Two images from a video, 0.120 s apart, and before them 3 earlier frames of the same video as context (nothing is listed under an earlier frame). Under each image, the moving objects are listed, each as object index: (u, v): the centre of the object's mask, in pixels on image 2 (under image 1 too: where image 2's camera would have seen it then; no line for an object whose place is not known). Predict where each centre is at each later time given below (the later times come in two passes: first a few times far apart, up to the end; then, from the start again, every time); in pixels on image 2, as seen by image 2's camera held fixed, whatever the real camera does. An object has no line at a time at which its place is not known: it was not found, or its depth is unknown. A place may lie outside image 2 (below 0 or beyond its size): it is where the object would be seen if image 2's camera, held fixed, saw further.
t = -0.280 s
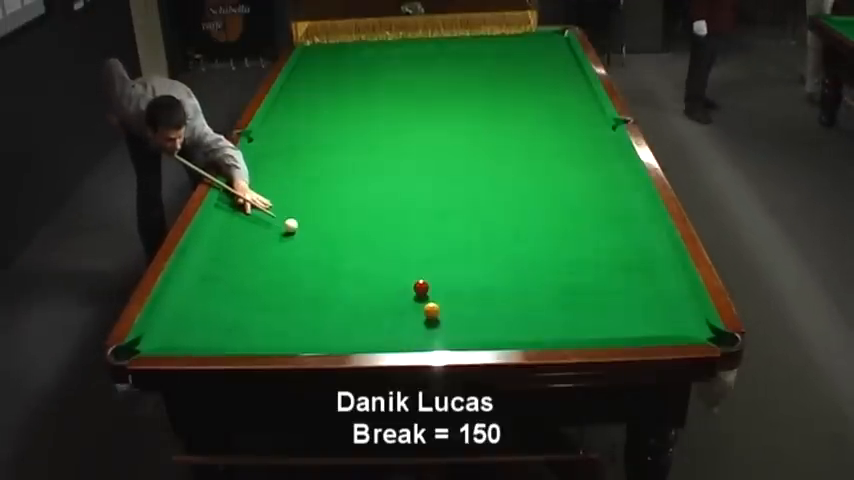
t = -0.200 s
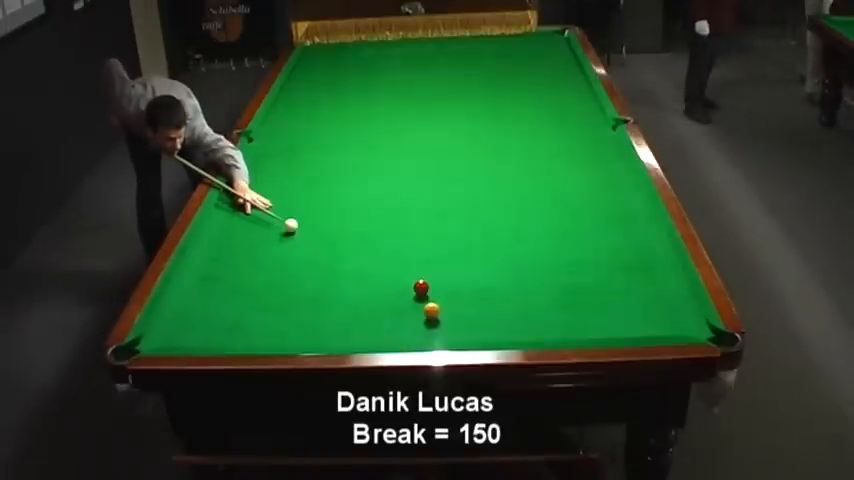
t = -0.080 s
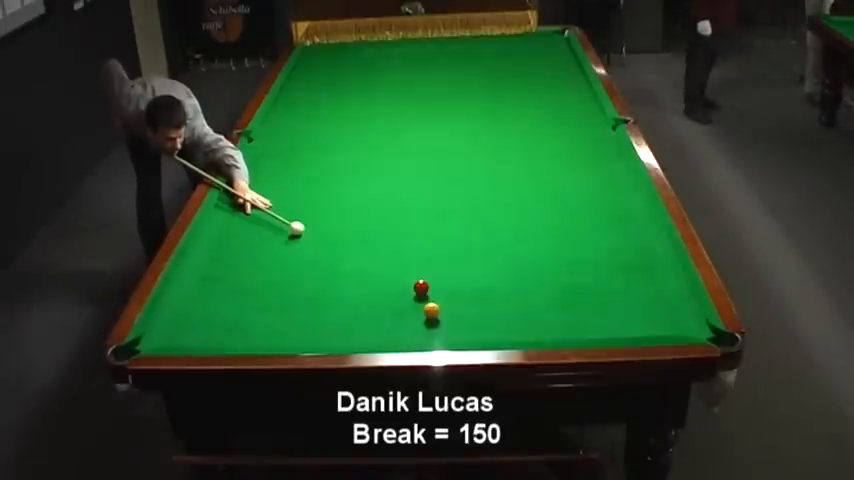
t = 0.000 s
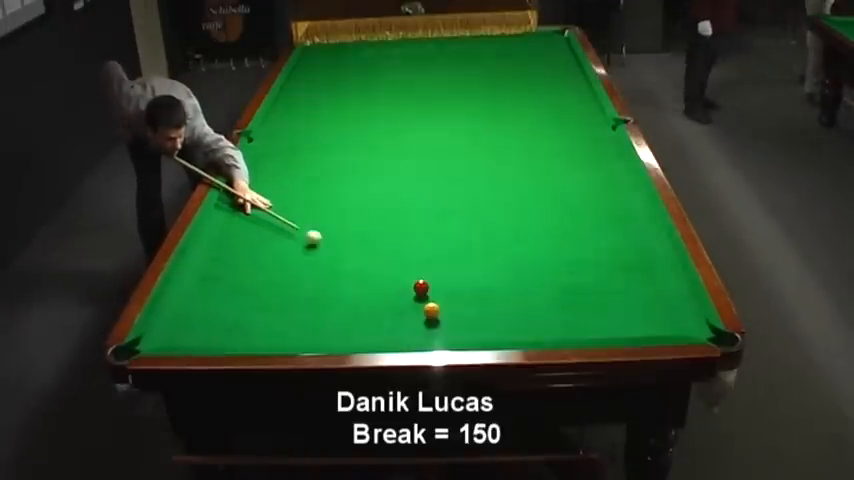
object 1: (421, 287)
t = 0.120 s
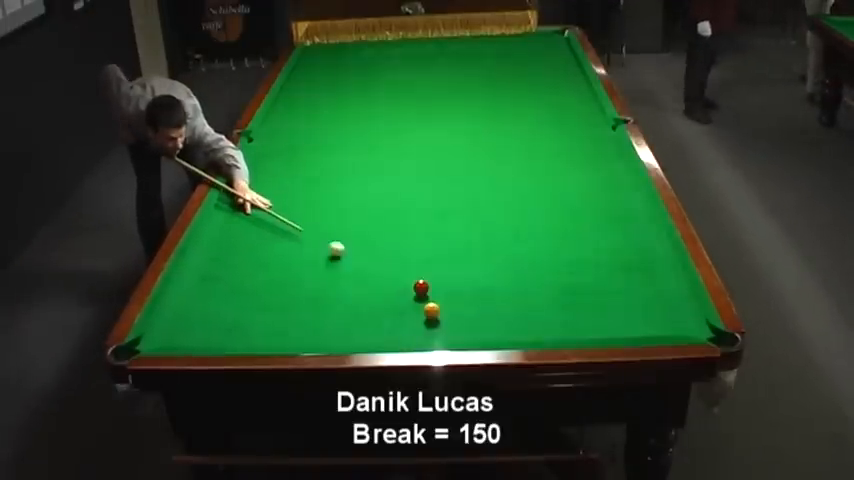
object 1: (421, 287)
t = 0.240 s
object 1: (421, 287)
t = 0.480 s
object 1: (422, 287)
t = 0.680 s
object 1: (457, 295)
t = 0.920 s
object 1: (496, 303)
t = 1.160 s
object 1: (534, 310)
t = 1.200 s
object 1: (540, 312)
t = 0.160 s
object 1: (421, 287)
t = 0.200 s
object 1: (421, 287)
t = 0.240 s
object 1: (421, 287)
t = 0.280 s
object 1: (421, 287)
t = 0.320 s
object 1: (421, 287)
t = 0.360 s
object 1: (421, 287)
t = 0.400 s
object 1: (421, 287)
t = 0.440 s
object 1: (421, 287)
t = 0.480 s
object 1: (422, 287)
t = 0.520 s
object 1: (430, 289)
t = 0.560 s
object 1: (438, 291)
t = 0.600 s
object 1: (445, 292)
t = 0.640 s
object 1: (451, 293)
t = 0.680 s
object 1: (457, 295)
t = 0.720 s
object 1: (464, 296)
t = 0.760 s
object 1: (470, 297)
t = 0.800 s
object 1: (477, 298)
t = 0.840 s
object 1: (483, 300)
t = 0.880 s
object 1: (490, 301)
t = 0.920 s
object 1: (496, 303)
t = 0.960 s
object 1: (503, 304)
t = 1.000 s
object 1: (509, 305)
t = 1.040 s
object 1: (515, 306)
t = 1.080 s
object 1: (522, 308)
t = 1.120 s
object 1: (528, 309)
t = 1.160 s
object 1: (534, 310)
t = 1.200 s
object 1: (540, 312)
